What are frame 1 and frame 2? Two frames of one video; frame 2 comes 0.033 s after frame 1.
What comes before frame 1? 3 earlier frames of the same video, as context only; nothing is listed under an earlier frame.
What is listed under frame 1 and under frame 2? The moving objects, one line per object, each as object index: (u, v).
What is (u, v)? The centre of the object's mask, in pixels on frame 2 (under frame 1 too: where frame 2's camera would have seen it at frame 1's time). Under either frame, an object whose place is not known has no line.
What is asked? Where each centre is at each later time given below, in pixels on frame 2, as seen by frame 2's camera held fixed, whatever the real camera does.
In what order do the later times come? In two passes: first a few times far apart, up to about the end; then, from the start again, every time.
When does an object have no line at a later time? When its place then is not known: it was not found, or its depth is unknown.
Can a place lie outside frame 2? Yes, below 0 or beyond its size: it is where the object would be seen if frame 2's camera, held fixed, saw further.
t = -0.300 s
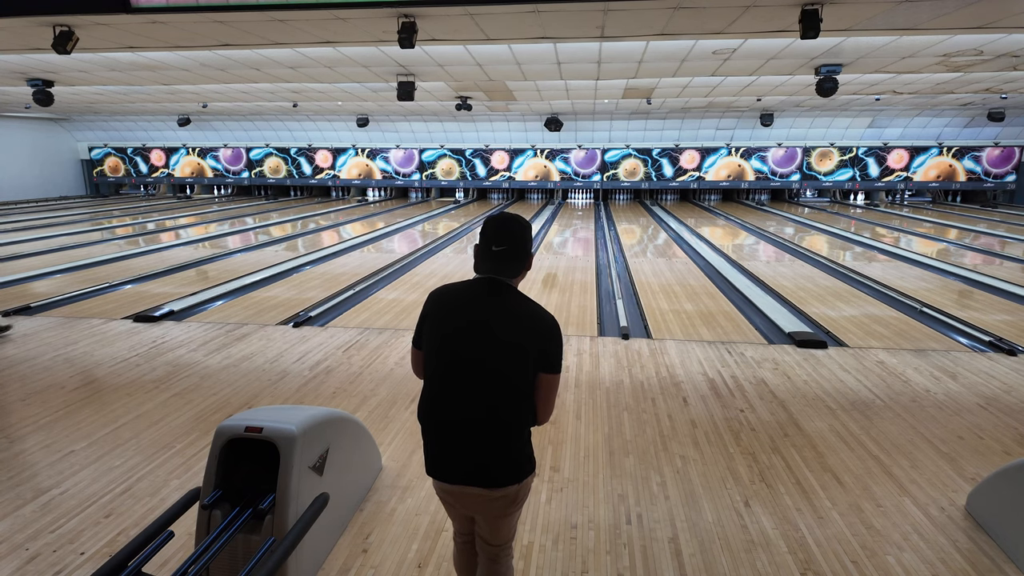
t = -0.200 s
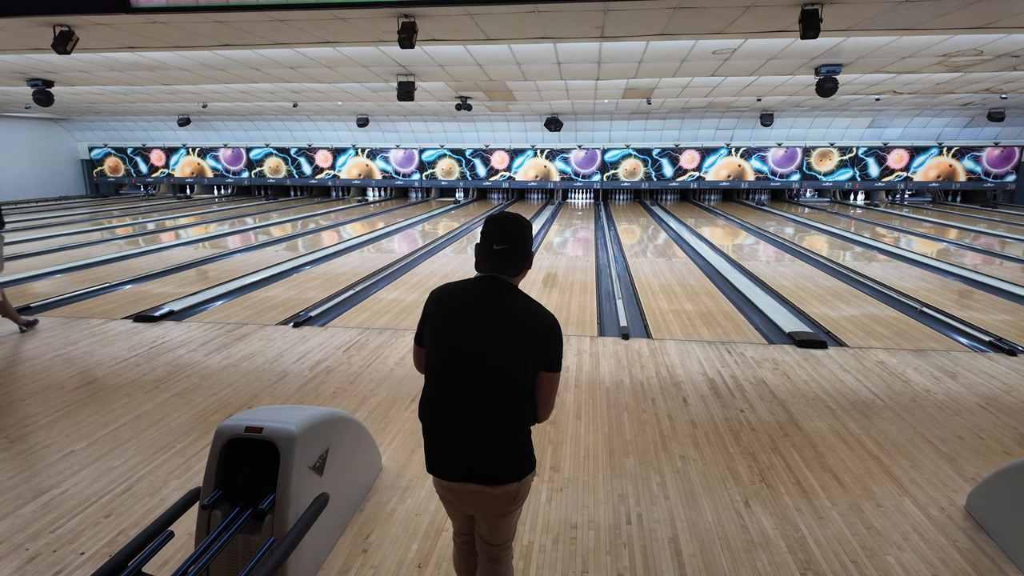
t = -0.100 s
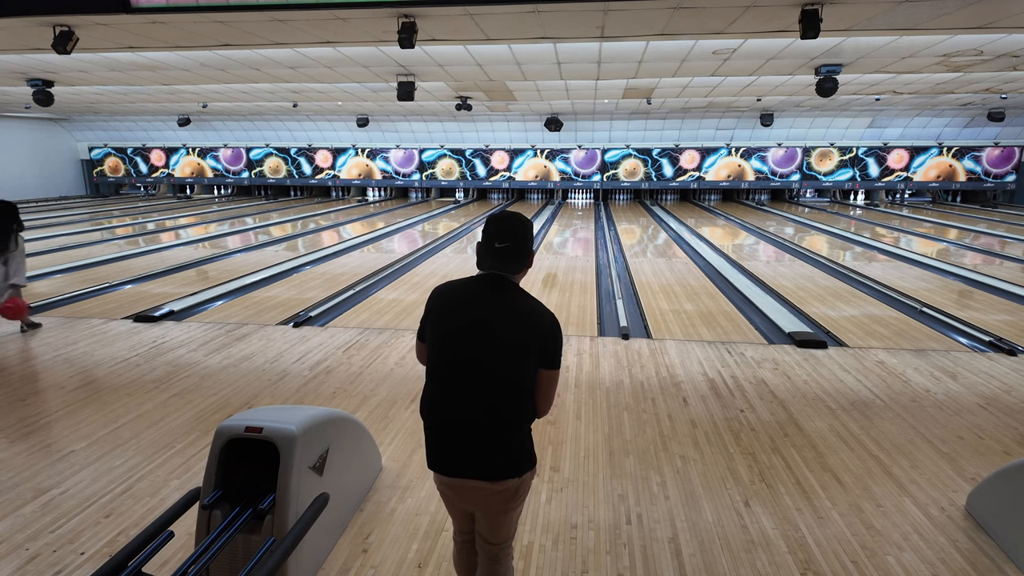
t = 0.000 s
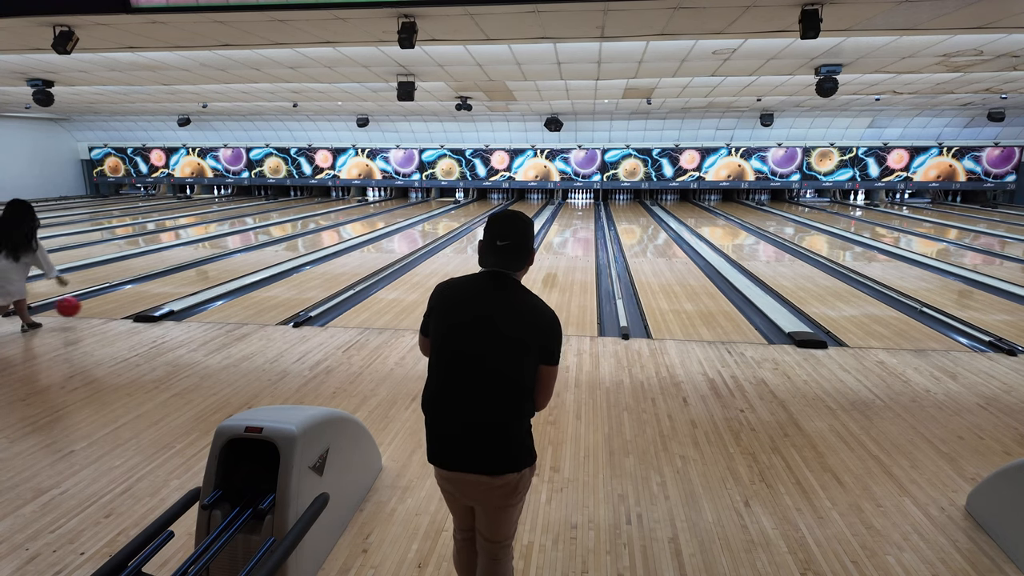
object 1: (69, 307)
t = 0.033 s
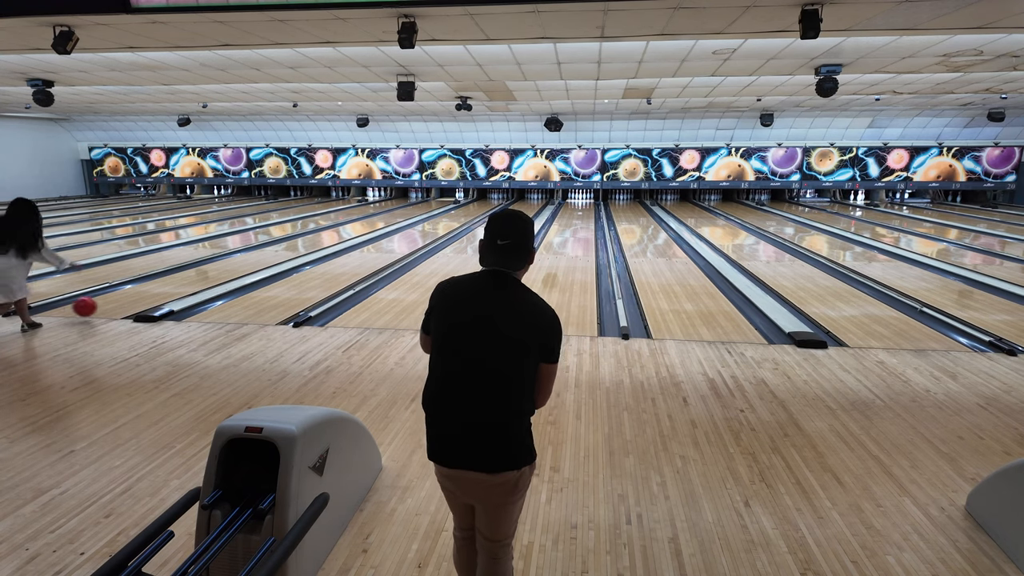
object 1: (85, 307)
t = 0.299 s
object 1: (184, 282)
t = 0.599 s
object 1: (256, 259)
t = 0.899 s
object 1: (306, 244)
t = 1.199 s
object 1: (343, 234)
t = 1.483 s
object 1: (369, 225)
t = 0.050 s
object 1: (93, 308)
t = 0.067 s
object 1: (101, 308)
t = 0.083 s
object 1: (108, 305)
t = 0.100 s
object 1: (114, 302)
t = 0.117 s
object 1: (122, 300)
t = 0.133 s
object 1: (129, 299)
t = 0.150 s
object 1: (138, 300)
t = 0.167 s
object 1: (141, 298)
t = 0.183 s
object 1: (146, 294)
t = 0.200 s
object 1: (152, 293)
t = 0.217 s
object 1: (158, 291)
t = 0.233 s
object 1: (164, 290)
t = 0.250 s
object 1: (168, 288)
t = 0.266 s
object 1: (174, 286)
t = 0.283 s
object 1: (179, 284)
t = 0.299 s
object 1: (184, 282)
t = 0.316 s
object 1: (188, 281)
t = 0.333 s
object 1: (194, 279)
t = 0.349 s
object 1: (198, 278)
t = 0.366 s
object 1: (202, 277)
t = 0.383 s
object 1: (207, 275)
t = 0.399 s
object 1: (211, 273)
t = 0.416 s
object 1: (215, 272)
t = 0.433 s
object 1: (219, 271)
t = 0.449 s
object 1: (223, 270)
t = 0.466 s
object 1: (227, 268)
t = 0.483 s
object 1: (231, 267)
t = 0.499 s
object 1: (235, 266)
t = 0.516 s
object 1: (239, 265)
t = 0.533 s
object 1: (242, 264)
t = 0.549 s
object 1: (246, 263)
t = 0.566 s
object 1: (250, 262)
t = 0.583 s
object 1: (253, 260)
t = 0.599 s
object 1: (256, 259)
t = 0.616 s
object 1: (260, 258)
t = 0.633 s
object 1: (263, 257)
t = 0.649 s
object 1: (266, 256)
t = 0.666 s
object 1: (269, 256)
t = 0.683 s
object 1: (272, 255)
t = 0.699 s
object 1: (275, 254)
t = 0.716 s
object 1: (278, 253)
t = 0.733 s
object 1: (281, 252)
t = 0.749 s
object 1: (284, 251)
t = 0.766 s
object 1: (287, 250)
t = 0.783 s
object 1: (289, 249)
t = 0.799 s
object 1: (292, 249)
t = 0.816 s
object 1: (294, 248)
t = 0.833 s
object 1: (297, 247)
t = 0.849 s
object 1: (299, 247)
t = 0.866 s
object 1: (302, 246)
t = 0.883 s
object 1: (304, 245)
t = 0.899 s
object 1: (306, 244)
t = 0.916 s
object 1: (308, 244)
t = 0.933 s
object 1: (311, 243)
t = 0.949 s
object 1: (314, 242)
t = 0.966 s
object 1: (316, 242)
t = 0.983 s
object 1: (318, 241)
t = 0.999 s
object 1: (320, 240)
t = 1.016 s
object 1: (322, 240)
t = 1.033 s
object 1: (324, 239)
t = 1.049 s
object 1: (326, 238)
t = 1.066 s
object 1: (328, 238)
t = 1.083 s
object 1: (330, 237)
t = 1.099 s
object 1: (332, 236)
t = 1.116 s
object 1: (334, 236)
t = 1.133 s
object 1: (335, 235)
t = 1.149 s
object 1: (338, 235)
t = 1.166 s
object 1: (340, 234)
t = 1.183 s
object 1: (341, 234)
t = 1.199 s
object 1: (343, 234)
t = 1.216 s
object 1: (344, 233)
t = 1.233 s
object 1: (346, 232)
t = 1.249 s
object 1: (347, 232)
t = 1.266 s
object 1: (348, 231)
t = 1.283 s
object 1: (350, 231)
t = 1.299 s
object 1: (352, 230)
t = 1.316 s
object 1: (354, 230)
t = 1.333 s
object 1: (355, 229)
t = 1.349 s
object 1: (357, 229)
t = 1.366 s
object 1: (359, 228)
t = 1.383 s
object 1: (360, 228)
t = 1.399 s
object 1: (361, 227)
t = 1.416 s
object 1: (363, 227)
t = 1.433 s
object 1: (364, 226)
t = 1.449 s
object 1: (366, 226)
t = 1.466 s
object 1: (367, 226)
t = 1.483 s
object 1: (369, 225)
